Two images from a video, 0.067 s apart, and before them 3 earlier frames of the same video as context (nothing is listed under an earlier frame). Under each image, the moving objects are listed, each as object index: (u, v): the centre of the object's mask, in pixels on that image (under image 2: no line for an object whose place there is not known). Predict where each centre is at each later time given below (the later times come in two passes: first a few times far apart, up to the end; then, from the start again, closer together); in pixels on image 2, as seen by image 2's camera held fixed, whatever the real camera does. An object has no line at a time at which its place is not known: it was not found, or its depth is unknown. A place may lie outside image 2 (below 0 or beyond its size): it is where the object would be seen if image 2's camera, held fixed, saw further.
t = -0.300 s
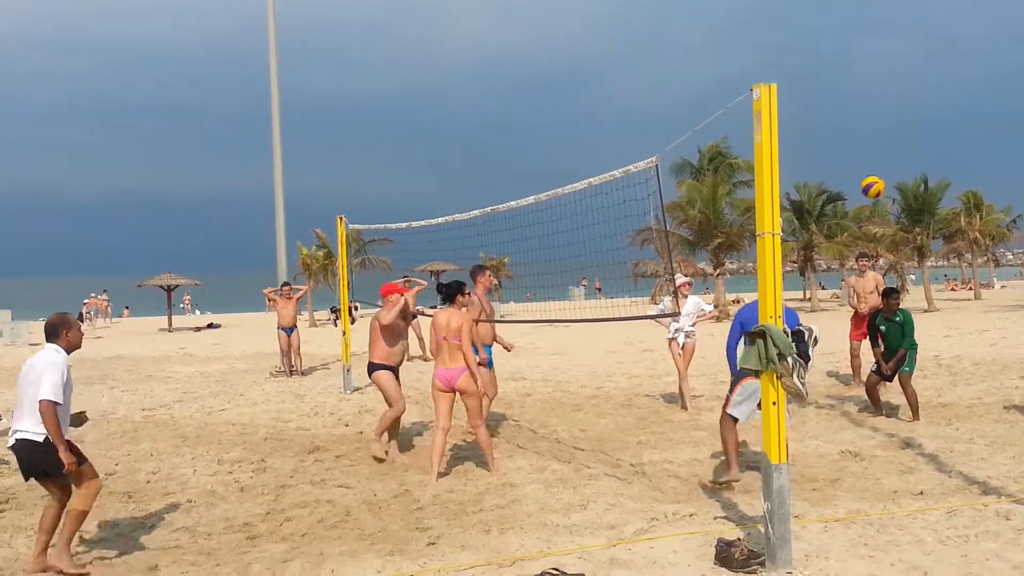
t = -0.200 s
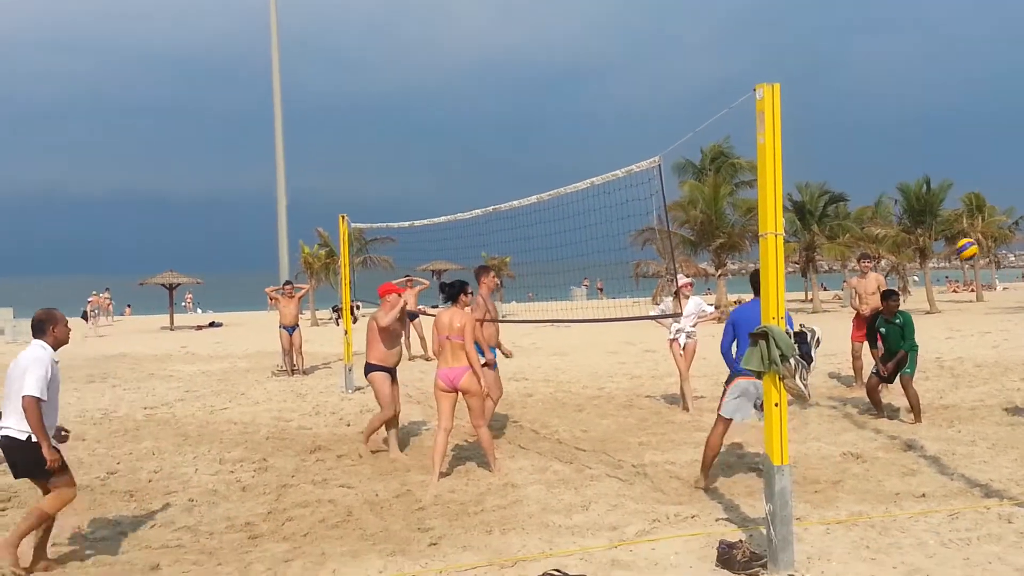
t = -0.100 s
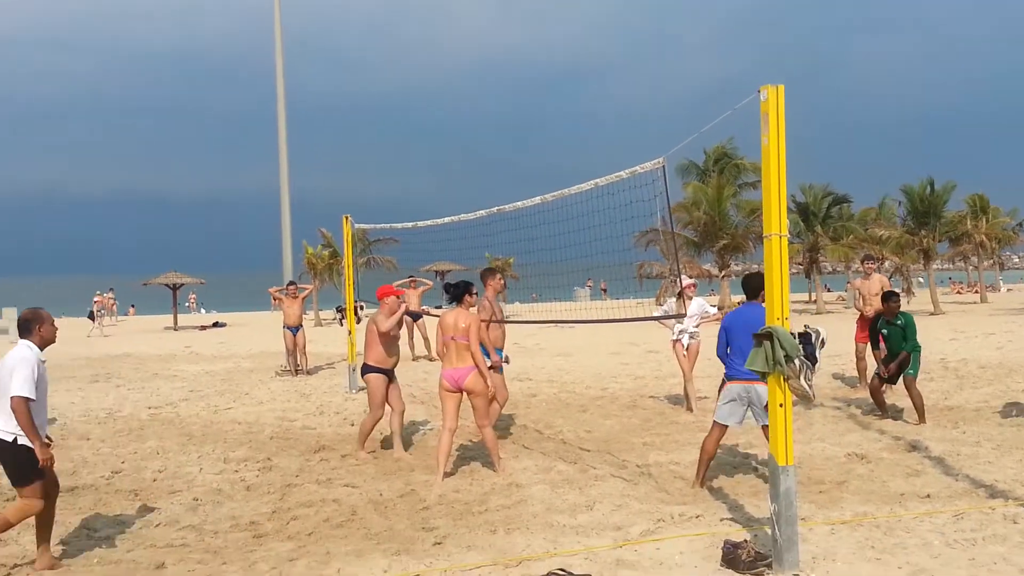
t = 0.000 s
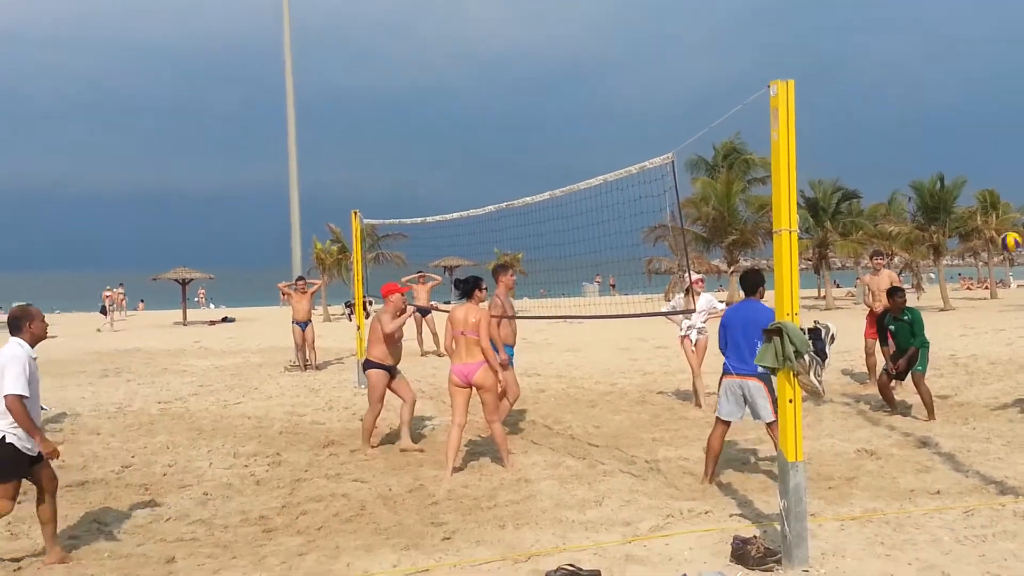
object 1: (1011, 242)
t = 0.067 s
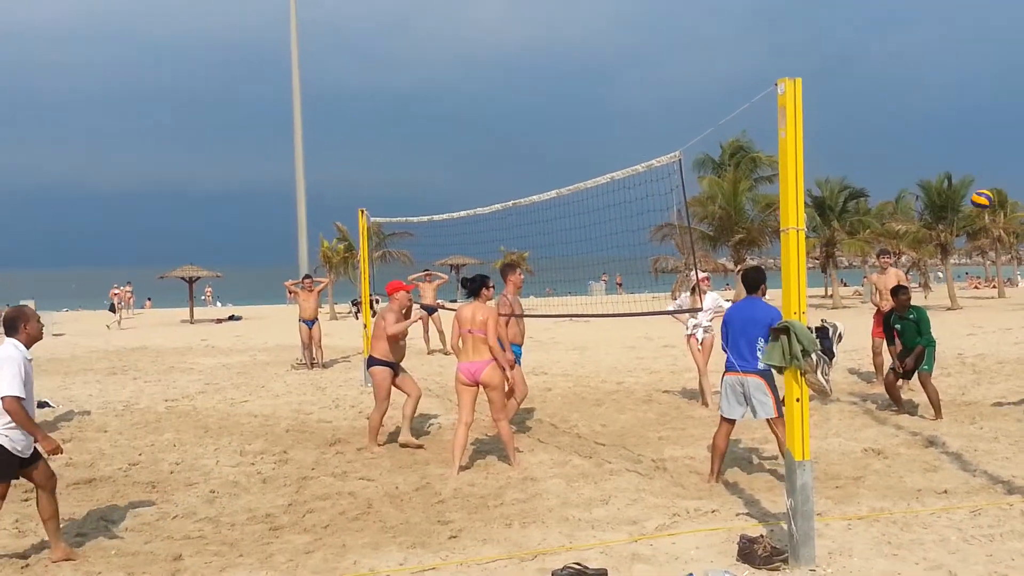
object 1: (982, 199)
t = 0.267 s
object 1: (881, 108)
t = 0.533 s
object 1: (763, 50)
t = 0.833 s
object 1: (651, 61)
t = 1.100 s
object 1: (560, 132)
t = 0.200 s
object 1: (914, 134)
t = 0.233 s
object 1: (897, 120)
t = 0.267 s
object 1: (881, 108)
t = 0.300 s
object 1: (865, 97)
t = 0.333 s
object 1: (848, 86)
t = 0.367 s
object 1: (833, 78)
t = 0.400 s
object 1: (818, 70)
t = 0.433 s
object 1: (804, 63)
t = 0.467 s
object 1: (791, 58)
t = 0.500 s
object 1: (776, 53)
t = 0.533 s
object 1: (763, 50)
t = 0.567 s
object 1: (748, 47)
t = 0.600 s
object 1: (735, 45)
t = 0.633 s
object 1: (725, 45)
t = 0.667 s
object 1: (712, 45)
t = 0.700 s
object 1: (700, 47)
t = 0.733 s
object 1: (688, 49)
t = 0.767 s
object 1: (676, 52)
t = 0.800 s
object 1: (664, 57)
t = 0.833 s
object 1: (651, 61)
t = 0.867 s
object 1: (639, 67)
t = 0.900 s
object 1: (627, 74)
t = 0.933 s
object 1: (615, 81)
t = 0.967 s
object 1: (604, 90)
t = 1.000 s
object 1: (592, 99)
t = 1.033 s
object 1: (581, 109)
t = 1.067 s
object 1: (570, 120)
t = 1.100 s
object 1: (560, 132)
